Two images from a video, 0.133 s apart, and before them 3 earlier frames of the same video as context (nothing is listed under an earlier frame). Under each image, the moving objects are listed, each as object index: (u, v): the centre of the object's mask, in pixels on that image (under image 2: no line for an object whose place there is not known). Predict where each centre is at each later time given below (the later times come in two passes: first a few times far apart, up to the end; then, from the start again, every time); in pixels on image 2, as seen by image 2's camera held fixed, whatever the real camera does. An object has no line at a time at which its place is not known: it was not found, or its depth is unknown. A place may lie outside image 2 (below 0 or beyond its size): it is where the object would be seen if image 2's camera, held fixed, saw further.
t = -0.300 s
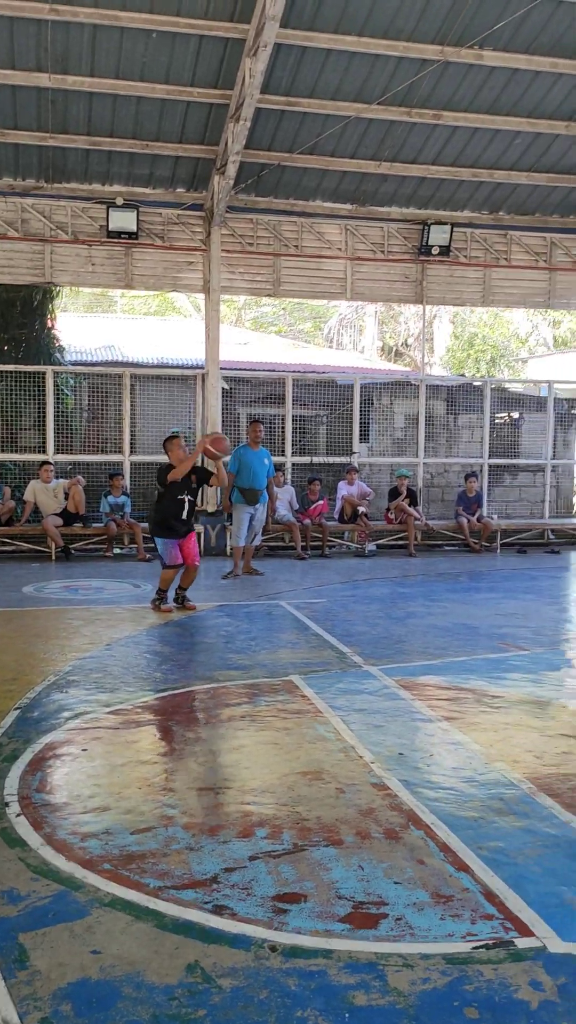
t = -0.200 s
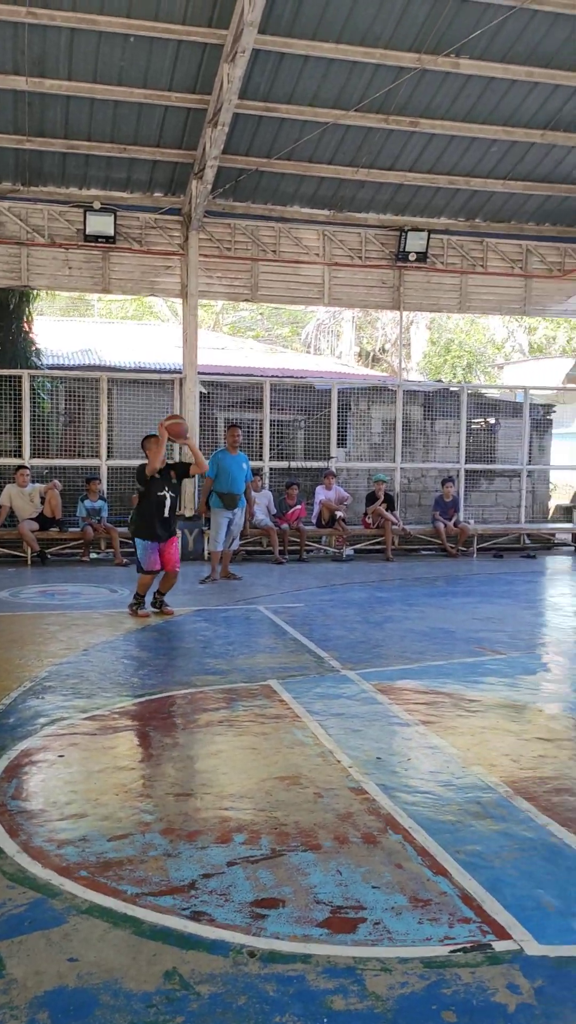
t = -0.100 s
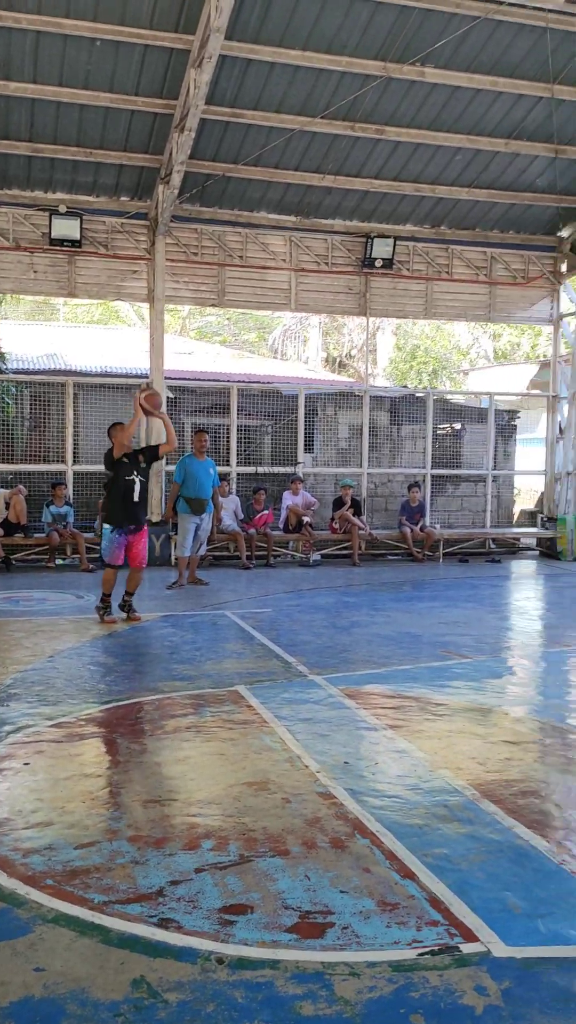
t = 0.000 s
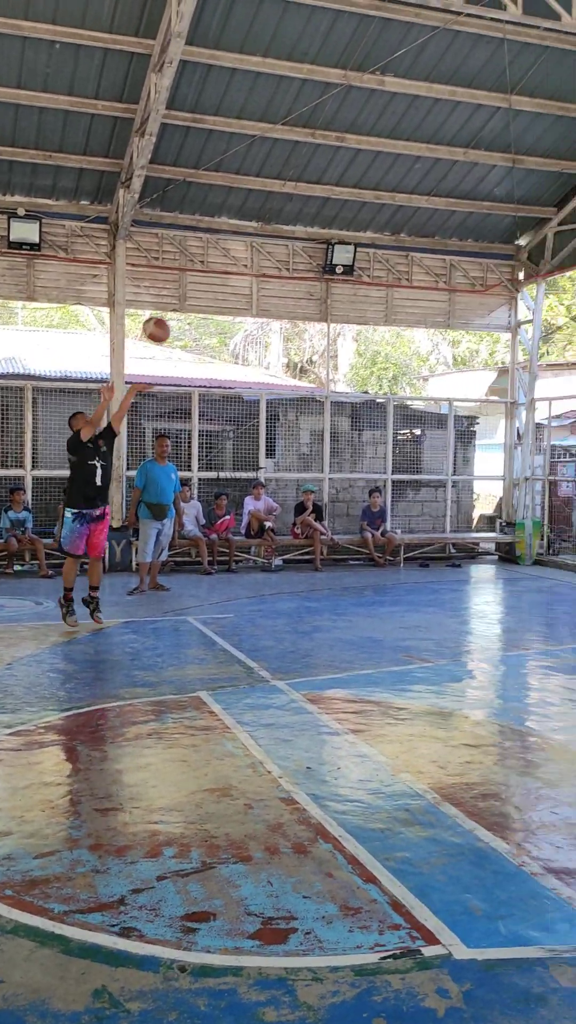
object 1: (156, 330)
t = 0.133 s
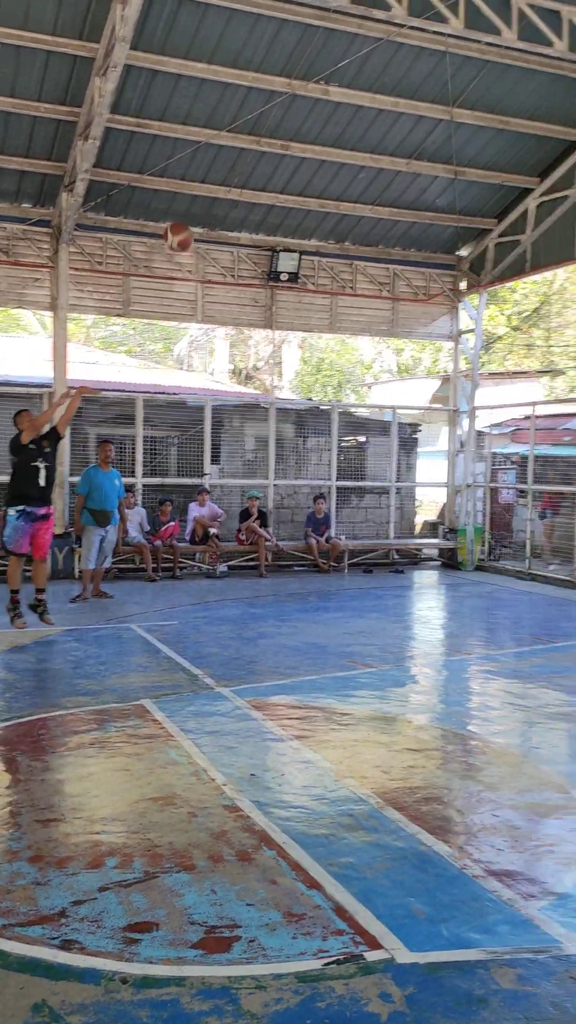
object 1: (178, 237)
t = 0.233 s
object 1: (241, 174)
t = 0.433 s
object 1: (372, 79)
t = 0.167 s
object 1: (200, 215)
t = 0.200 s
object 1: (220, 195)
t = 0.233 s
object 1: (241, 174)
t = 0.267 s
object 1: (262, 156)
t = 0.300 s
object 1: (283, 137)
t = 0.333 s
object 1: (305, 122)
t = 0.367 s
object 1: (328, 105)
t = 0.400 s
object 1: (349, 91)
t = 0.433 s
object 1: (372, 79)
